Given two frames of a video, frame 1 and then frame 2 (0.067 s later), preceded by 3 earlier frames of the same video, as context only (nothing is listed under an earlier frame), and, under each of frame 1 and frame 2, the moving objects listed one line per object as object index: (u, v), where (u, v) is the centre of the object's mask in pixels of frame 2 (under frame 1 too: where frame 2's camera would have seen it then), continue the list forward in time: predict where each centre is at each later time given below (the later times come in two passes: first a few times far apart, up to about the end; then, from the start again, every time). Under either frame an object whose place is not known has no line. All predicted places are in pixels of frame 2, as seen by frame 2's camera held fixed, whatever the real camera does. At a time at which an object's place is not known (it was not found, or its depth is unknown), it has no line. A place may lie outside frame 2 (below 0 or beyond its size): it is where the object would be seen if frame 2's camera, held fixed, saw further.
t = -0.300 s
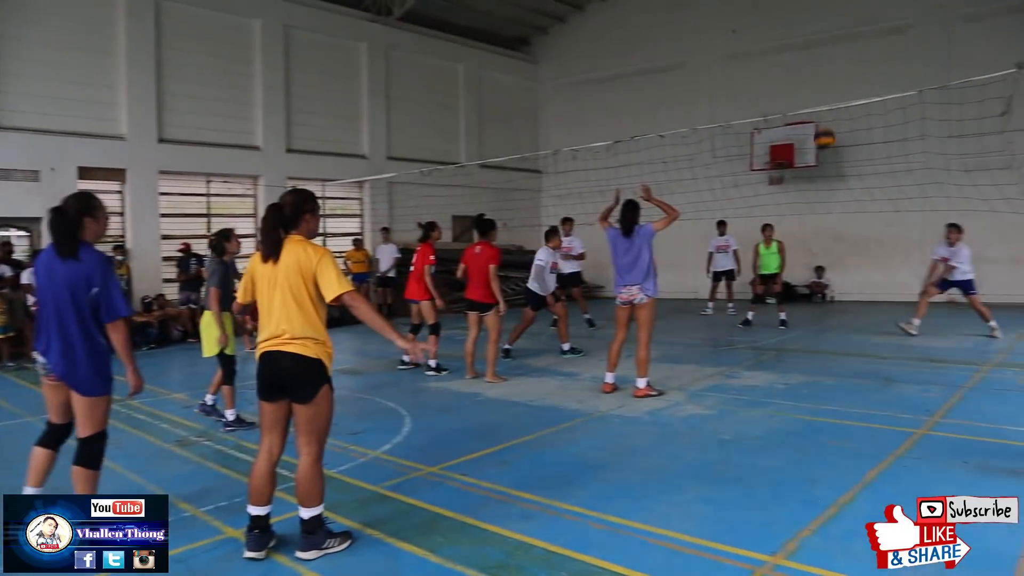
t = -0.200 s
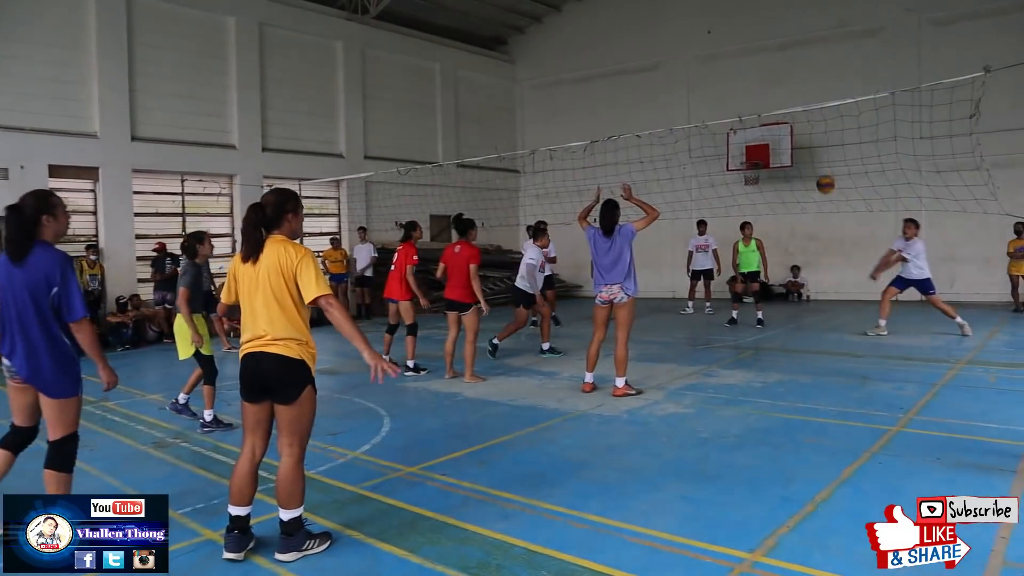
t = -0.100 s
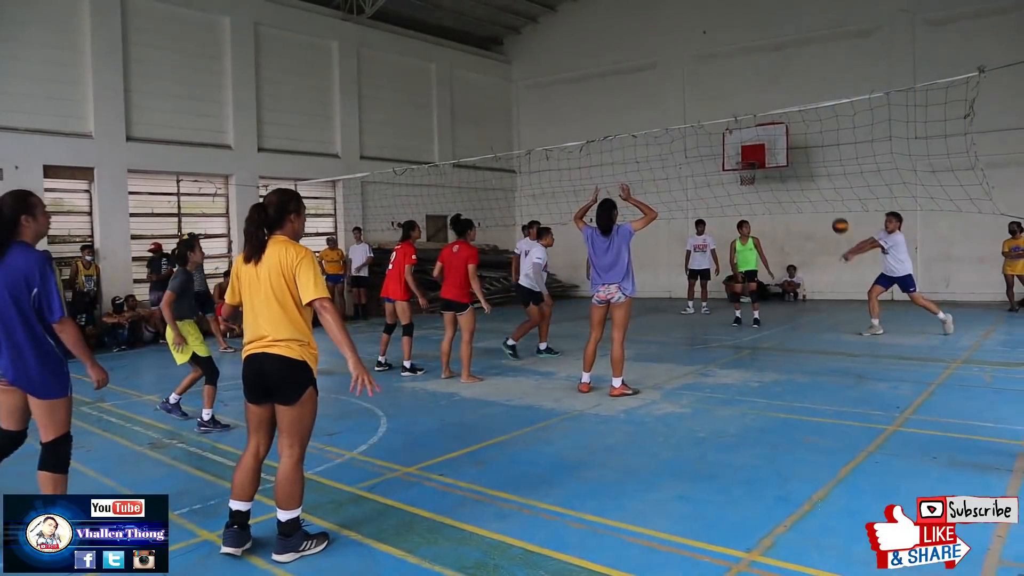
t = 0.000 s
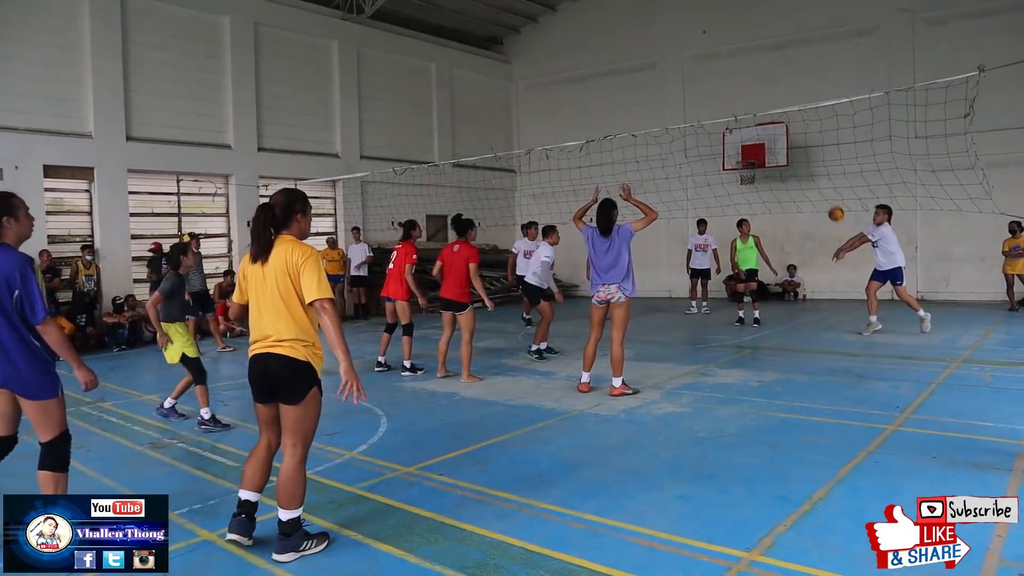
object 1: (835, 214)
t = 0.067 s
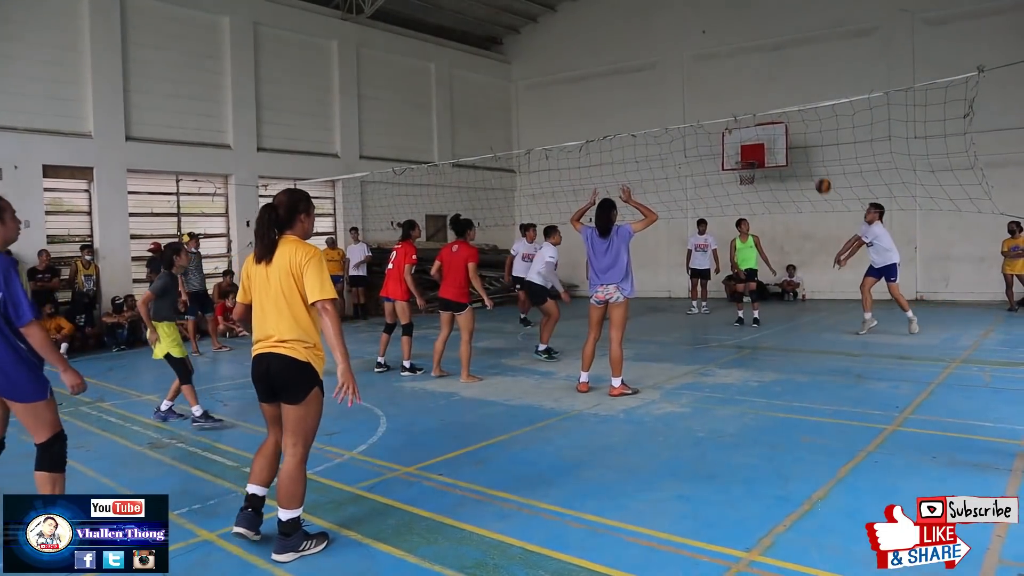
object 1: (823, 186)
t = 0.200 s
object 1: (799, 140)
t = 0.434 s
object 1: (758, 88)
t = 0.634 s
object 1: (724, 75)
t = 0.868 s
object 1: (687, 95)
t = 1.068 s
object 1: (656, 142)
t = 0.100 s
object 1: (817, 172)
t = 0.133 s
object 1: (811, 161)
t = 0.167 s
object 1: (805, 150)
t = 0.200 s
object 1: (799, 140)
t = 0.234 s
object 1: (794, 129)
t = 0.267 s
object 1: (787, 121)
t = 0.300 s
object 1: (781, 113)
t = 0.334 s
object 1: (775, 104)
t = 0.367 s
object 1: (769, 99)
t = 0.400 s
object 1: (763, 93)
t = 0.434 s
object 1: (758, 88)
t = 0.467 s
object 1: (752, 84)
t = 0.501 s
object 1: (746, 80)
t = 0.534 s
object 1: (741, 78)
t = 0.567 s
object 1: (735, 76)
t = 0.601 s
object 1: (730, 75)
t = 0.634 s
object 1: (724, 75)
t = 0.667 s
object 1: (719, 75)
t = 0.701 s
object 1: (713, 77)
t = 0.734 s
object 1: (708, 79)
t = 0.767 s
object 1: (703, 82)
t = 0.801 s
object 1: (697, 85)
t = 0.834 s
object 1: (692, 89)
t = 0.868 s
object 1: (687, 95)
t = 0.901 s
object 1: (681, 101)
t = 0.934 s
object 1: (677, 107)
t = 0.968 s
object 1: (672, 115)
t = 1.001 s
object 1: (665, 122)
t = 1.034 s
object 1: (661, 132)
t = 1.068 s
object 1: (656, 142)
